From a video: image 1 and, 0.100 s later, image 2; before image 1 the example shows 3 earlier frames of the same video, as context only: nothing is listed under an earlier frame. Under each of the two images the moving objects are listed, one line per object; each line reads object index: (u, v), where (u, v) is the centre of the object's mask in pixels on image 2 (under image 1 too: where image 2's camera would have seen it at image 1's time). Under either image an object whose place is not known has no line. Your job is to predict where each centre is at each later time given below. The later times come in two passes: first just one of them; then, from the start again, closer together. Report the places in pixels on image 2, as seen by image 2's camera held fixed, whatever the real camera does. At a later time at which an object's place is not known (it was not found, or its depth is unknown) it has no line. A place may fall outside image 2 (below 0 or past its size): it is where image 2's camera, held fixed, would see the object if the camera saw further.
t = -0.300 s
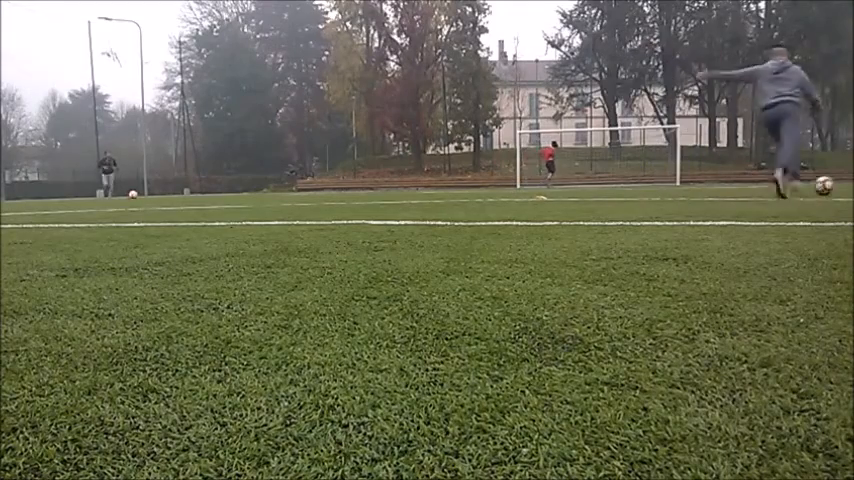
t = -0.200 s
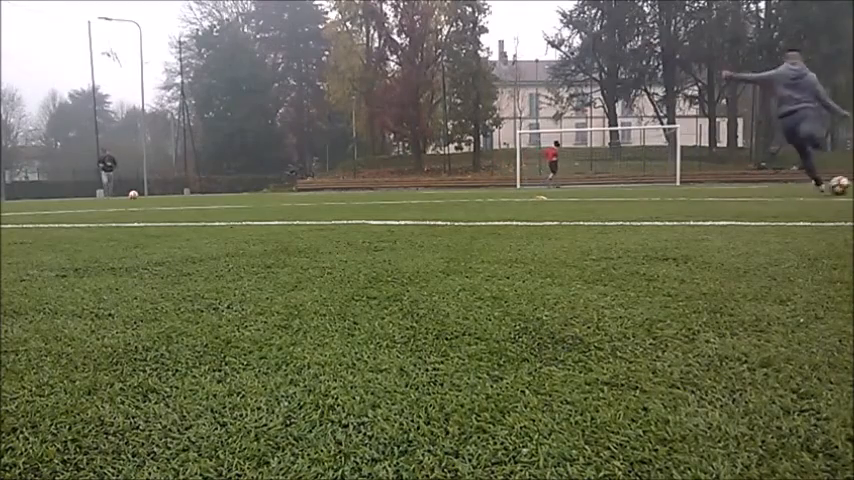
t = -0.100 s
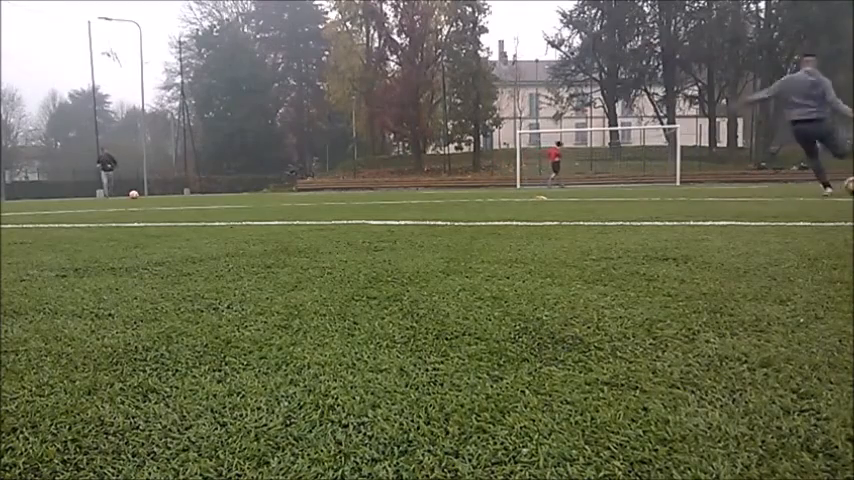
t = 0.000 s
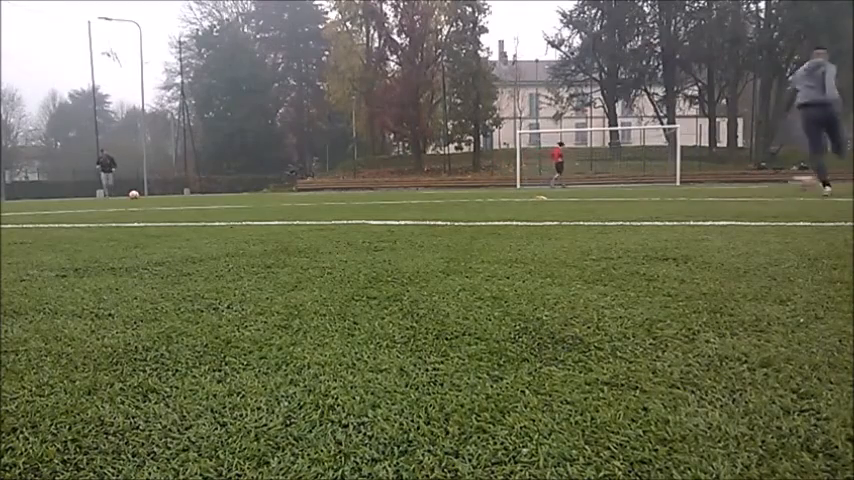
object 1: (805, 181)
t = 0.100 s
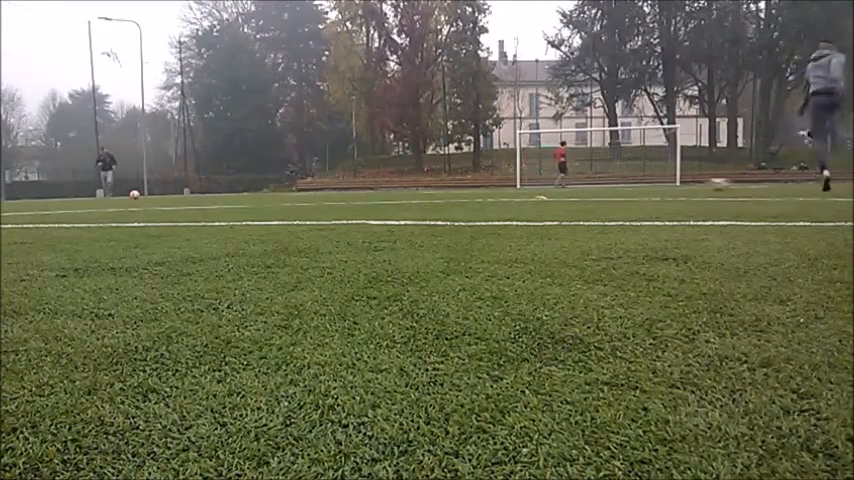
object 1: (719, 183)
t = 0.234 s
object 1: (646, 182)
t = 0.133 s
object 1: (698, 181)
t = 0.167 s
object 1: (679, 182)
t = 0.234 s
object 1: (646, 182)
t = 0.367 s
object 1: (594, 181)
